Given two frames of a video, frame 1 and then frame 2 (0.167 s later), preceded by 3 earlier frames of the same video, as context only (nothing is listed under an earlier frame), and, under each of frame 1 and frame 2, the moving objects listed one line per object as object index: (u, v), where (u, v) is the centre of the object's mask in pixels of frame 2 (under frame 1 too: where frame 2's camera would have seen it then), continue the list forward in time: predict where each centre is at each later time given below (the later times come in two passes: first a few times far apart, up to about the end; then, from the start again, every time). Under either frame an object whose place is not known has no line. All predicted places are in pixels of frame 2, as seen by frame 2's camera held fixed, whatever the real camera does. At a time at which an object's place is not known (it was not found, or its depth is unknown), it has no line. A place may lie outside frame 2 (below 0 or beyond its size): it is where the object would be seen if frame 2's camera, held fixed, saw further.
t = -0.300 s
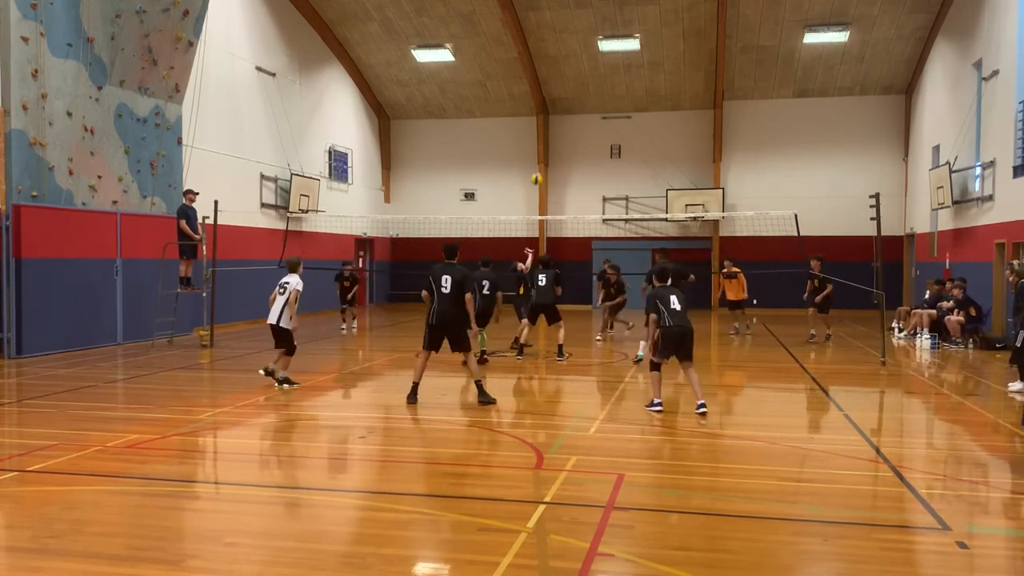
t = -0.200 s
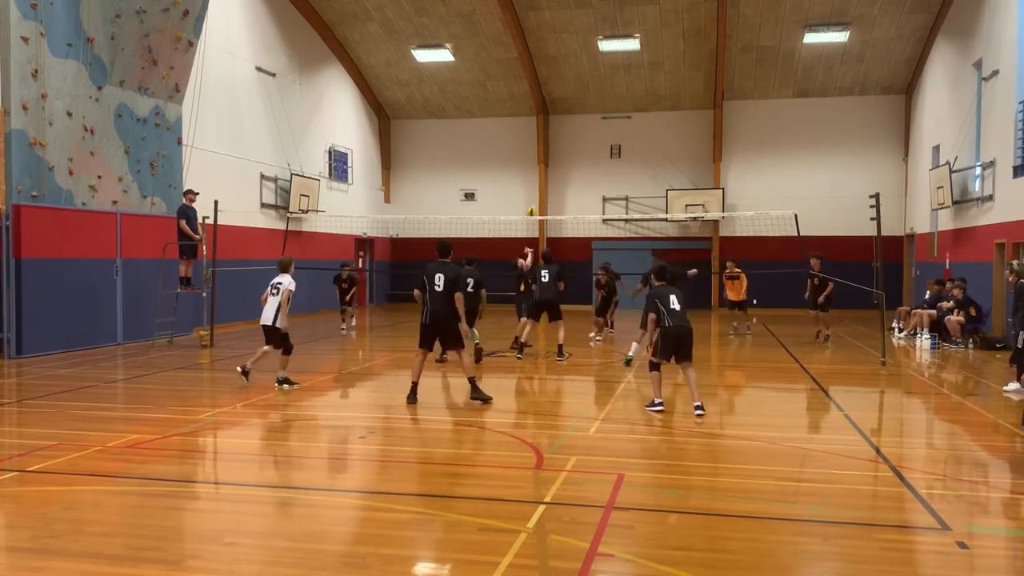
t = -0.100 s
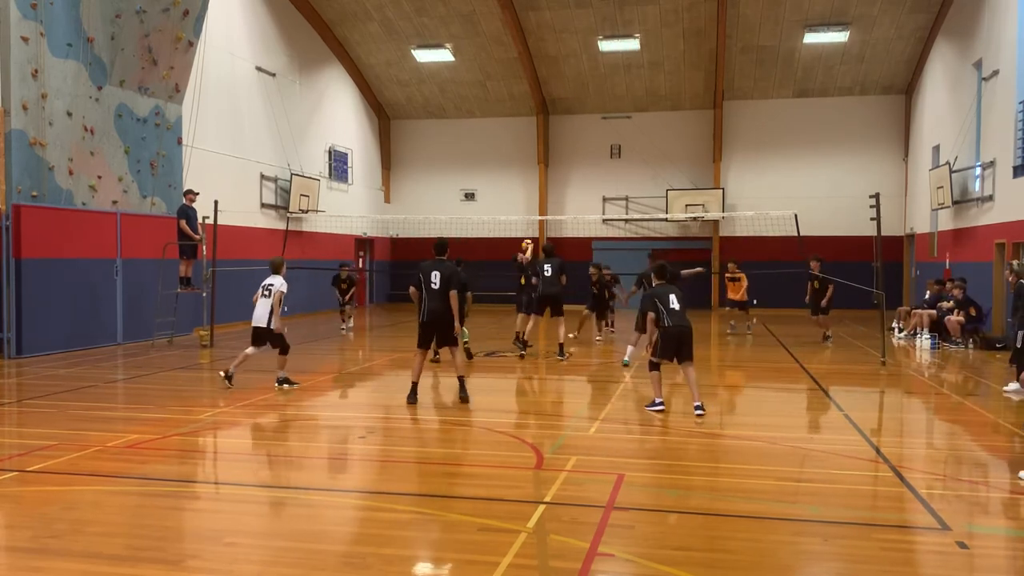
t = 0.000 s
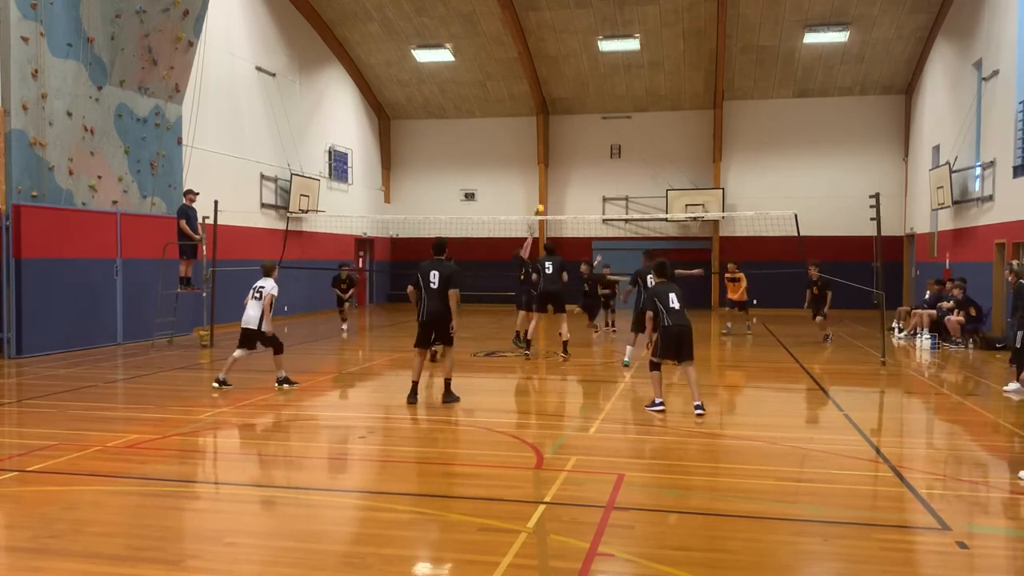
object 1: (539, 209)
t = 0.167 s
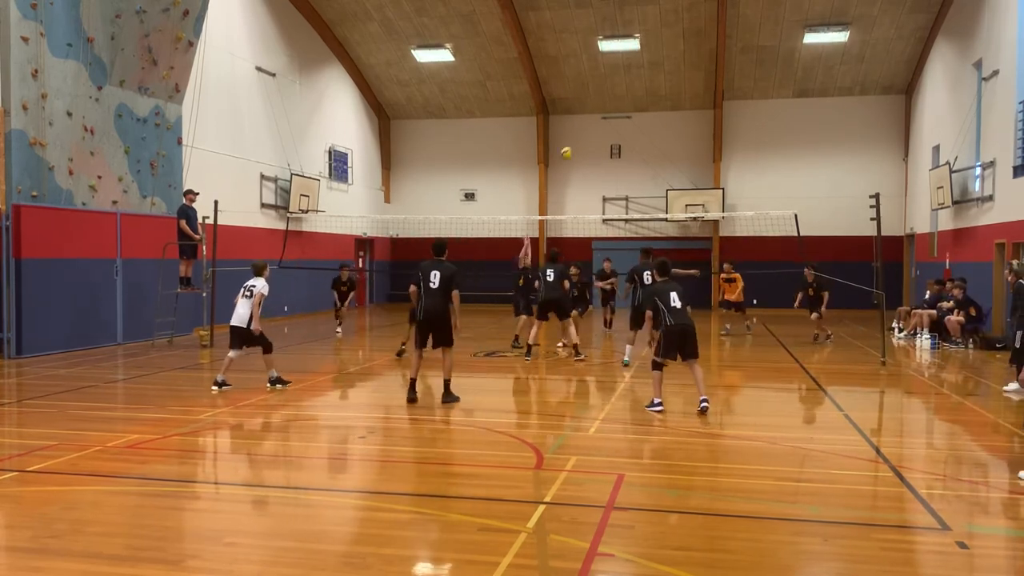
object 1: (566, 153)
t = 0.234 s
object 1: (578, 134)
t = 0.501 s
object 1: (623, 86)
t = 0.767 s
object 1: (669, 78)
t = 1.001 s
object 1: (709, 107)
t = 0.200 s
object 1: (572, 143)
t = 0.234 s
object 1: (578, 134)
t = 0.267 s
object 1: (583, 127)
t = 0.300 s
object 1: (589, 119)
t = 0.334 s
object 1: (595, 111)
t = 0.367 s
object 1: (600, 105)
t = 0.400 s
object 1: (606, 100)
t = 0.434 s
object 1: (611, 94)
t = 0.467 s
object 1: (617, 90)
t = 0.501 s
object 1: (623, 86)
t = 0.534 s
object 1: (629, 83)
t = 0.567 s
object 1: (634, 81)
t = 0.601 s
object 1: (640, 79)
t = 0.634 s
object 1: (646, 77)
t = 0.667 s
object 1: (652, 76)
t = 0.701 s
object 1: (658, 77)
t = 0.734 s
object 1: (664, 77)
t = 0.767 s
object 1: (669, 78)
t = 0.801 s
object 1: (675, 80)
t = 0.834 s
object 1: (681, 83)
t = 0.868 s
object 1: (687, 86)
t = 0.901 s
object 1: (692, 90)
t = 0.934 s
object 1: (698, 95)
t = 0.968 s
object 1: (704, 101)
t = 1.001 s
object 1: (709, 107)
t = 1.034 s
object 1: (715, 113)
